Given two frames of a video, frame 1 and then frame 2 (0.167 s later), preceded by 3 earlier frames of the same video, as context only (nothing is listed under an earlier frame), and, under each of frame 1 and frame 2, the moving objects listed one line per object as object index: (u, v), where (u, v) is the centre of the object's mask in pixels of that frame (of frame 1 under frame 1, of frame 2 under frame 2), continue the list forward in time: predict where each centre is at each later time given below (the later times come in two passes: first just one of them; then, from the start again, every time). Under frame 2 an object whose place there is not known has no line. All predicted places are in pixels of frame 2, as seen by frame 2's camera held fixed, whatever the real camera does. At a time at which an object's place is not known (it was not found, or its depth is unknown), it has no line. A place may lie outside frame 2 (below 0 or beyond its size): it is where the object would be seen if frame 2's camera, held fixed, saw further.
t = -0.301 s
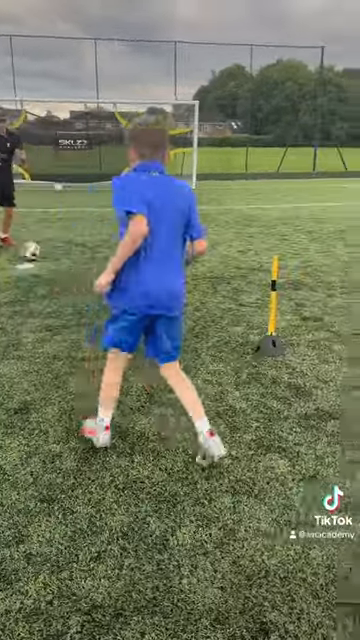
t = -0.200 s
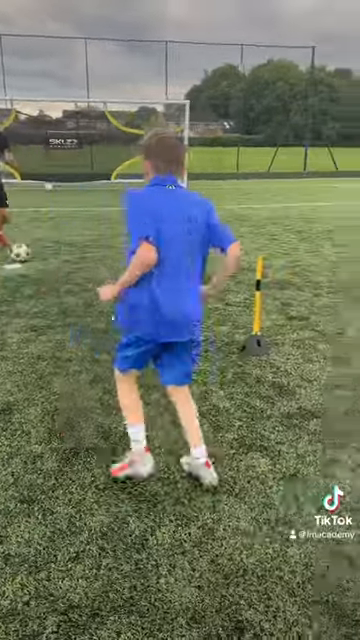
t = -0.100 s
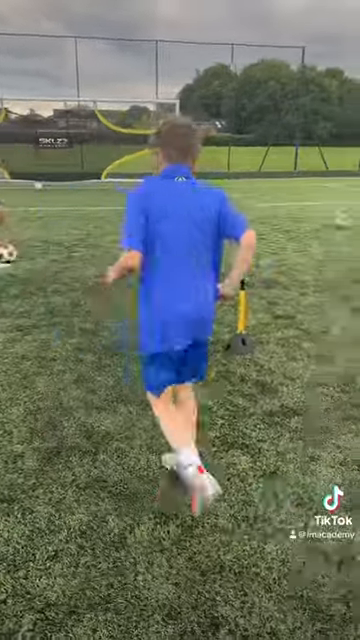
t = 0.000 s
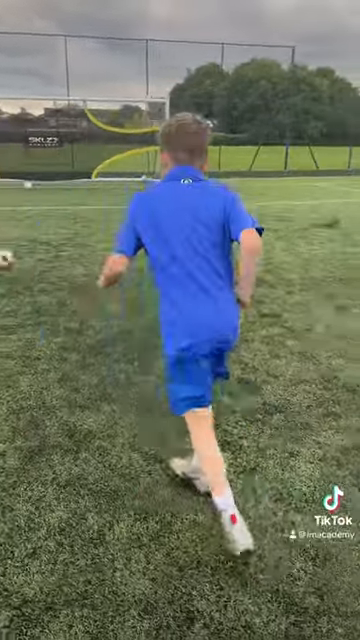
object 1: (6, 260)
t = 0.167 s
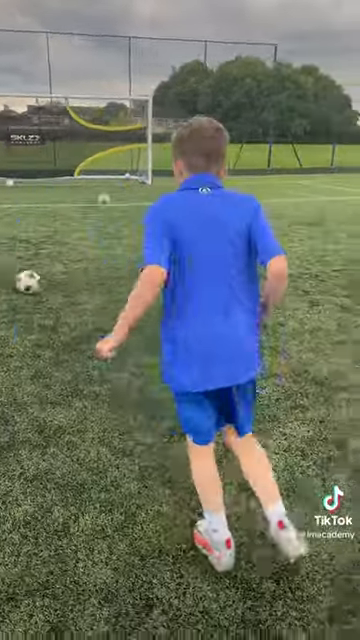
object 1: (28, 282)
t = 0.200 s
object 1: (39, 288)
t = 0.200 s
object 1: (39, 288)
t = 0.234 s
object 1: (51, 295)
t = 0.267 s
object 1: (63, 301)
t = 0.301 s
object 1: (75, 308)
